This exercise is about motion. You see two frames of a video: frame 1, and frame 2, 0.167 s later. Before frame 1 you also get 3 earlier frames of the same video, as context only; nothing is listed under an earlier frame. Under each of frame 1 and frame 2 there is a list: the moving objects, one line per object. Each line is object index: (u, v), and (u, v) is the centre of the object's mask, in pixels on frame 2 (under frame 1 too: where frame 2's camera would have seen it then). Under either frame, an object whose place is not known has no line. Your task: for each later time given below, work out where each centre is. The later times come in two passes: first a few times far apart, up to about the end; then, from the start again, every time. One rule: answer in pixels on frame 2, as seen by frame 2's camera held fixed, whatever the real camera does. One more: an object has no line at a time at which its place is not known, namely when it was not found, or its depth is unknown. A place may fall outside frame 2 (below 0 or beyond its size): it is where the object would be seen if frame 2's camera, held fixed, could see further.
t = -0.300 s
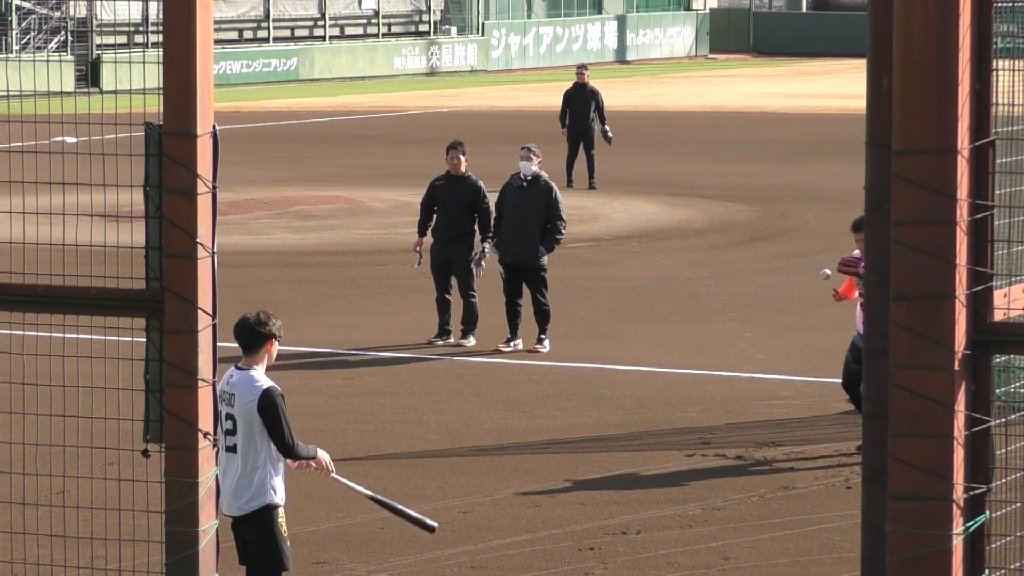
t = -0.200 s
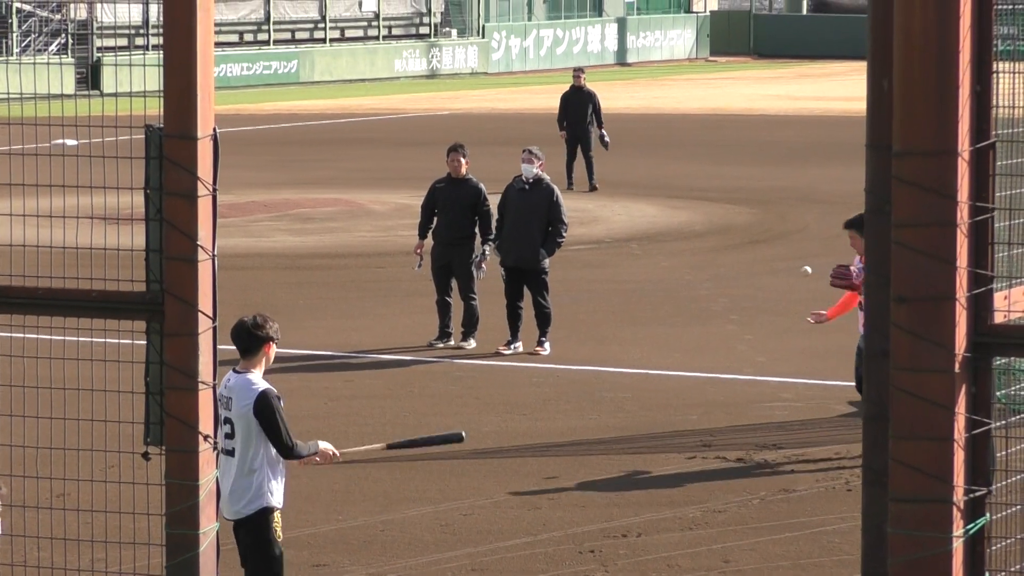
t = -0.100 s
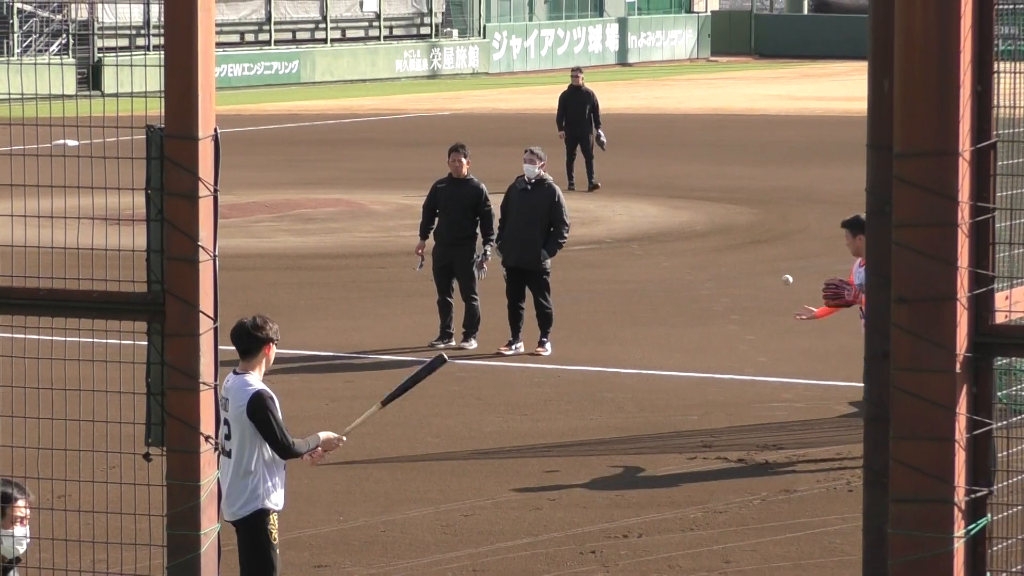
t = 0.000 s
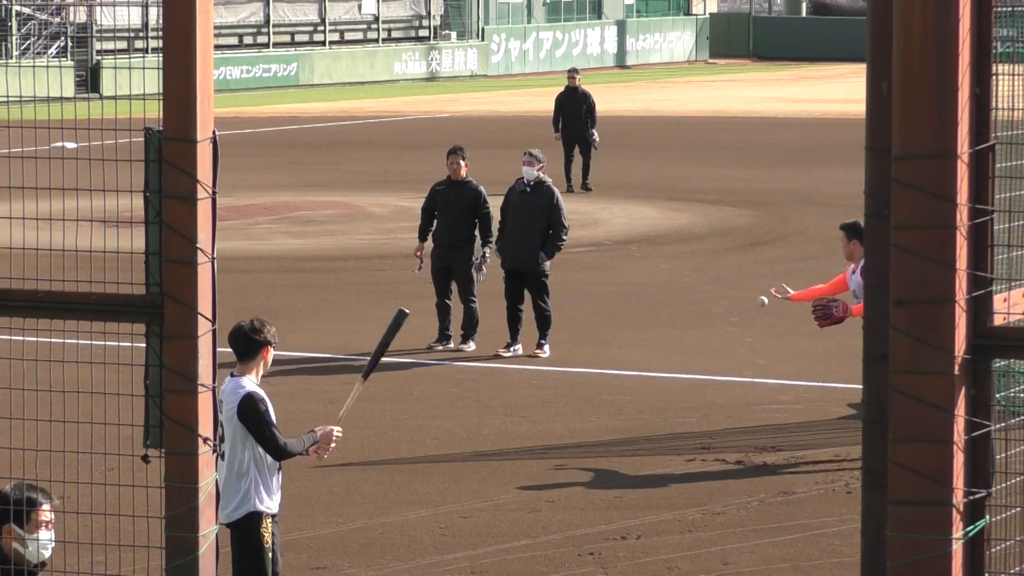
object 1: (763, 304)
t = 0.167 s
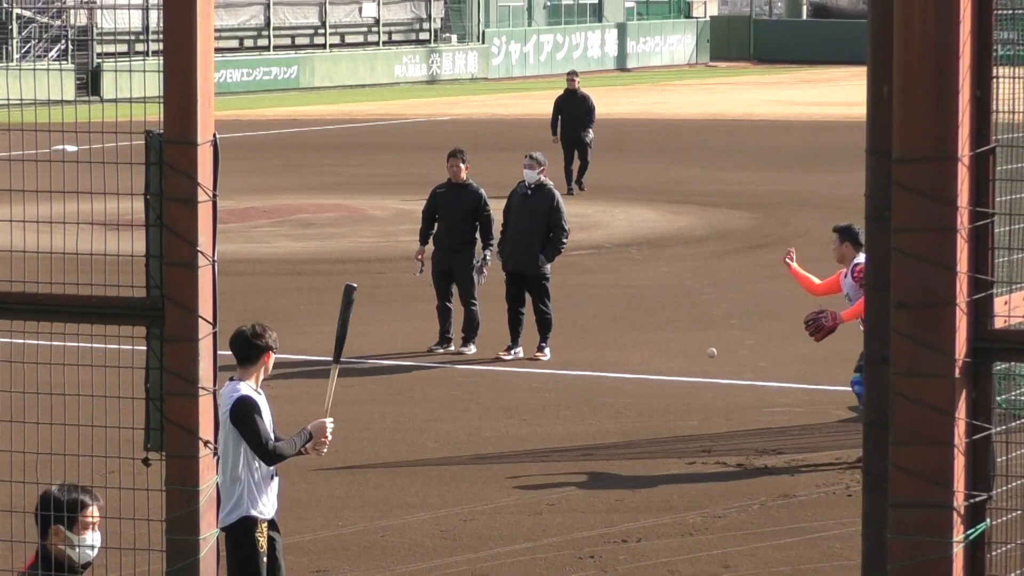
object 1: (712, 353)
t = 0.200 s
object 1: (701, 367)
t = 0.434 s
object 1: (642, 408)
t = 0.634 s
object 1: (602, 409)
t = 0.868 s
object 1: (558, 417)
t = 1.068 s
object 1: (522, 413)
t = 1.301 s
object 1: (483, 408)
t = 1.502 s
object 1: (454, 404)
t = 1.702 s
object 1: (428, 400)
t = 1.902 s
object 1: (404, 396)
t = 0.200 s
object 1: (701, 367)
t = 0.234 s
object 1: (692, 382)
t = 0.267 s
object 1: (682, 399)
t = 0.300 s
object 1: (671, 418)
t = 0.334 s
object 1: (663, 428)
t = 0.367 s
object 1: (656, 420)
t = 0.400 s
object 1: (650, 413)
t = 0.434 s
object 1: (642, 408)
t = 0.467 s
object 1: (636, 405)
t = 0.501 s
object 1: (629, 401)
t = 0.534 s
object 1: (623, 402)
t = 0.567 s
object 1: (616, 402)
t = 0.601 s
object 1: (609, 405)
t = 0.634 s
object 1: (602, 409)
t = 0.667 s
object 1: (596, 414)
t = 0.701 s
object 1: (589, 422)
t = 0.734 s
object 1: (583, 419)
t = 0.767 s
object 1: (577, 418)
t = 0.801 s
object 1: (570, 417)
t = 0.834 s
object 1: (564, 418)
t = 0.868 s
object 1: (558, 417)
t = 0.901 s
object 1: (551, 417)
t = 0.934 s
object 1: (545, 416)
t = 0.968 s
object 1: (540, 415)
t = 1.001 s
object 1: (534, 415)
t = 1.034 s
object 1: (528, 414)
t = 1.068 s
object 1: (522, 413)
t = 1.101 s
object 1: (516, 412)
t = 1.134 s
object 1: (510, 412)
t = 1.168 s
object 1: (505, 411)
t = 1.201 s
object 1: (499, 410)
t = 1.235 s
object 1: (494, 409)
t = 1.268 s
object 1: (488, 409)
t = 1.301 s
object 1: (483, 408)
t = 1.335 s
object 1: (478, 407)
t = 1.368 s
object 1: (474, 407)
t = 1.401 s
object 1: (468, 406)
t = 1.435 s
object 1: (463, 405)
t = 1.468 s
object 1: (459, 405)
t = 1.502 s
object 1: (454, 404)
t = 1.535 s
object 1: (450, 403)
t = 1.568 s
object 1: (445, 403)
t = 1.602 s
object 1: (441, 402)
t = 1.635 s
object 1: (436, 401)
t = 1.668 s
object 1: (432, 401)
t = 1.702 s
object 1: (428, 400)
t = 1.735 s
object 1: (424, 400)
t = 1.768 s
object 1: (420, 399)
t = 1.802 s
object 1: (416, 398)
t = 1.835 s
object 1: (411, 398)
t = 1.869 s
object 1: (407, 398)
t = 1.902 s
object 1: (404, 396)
